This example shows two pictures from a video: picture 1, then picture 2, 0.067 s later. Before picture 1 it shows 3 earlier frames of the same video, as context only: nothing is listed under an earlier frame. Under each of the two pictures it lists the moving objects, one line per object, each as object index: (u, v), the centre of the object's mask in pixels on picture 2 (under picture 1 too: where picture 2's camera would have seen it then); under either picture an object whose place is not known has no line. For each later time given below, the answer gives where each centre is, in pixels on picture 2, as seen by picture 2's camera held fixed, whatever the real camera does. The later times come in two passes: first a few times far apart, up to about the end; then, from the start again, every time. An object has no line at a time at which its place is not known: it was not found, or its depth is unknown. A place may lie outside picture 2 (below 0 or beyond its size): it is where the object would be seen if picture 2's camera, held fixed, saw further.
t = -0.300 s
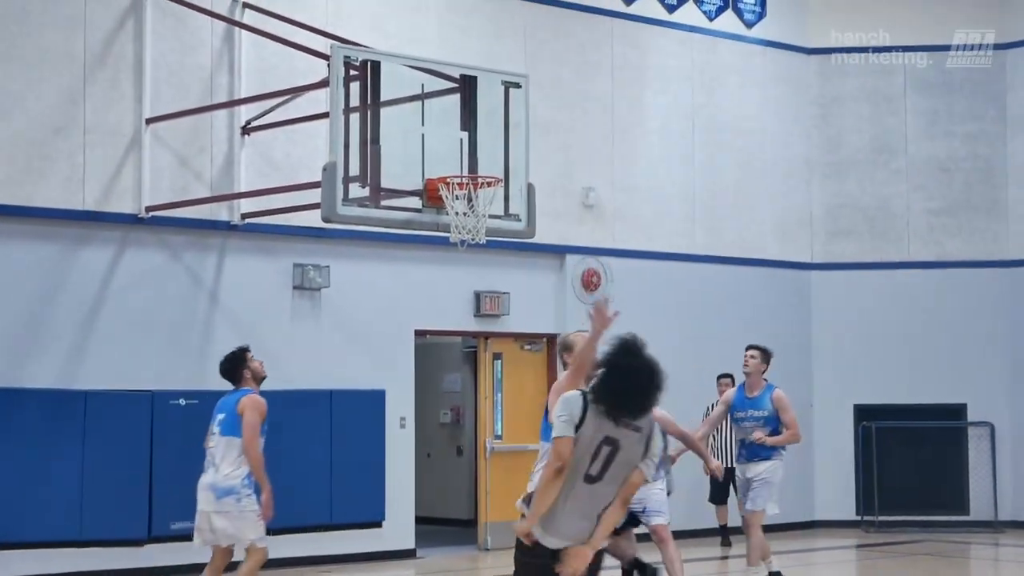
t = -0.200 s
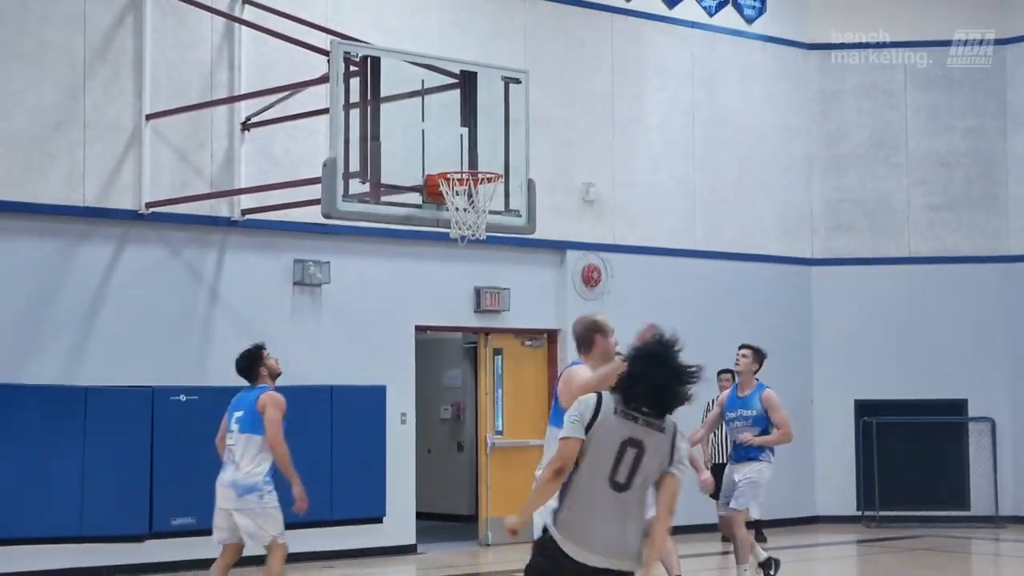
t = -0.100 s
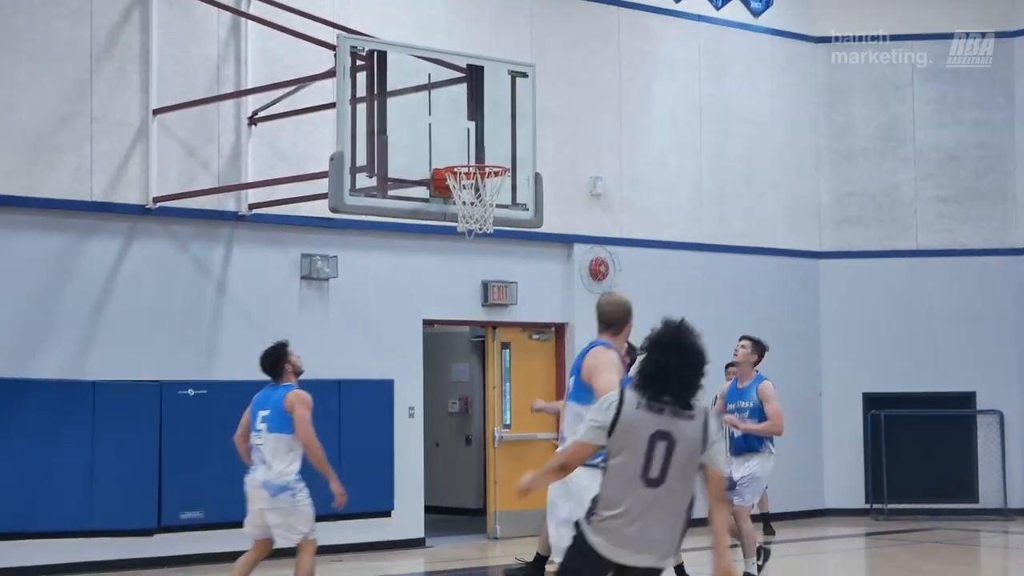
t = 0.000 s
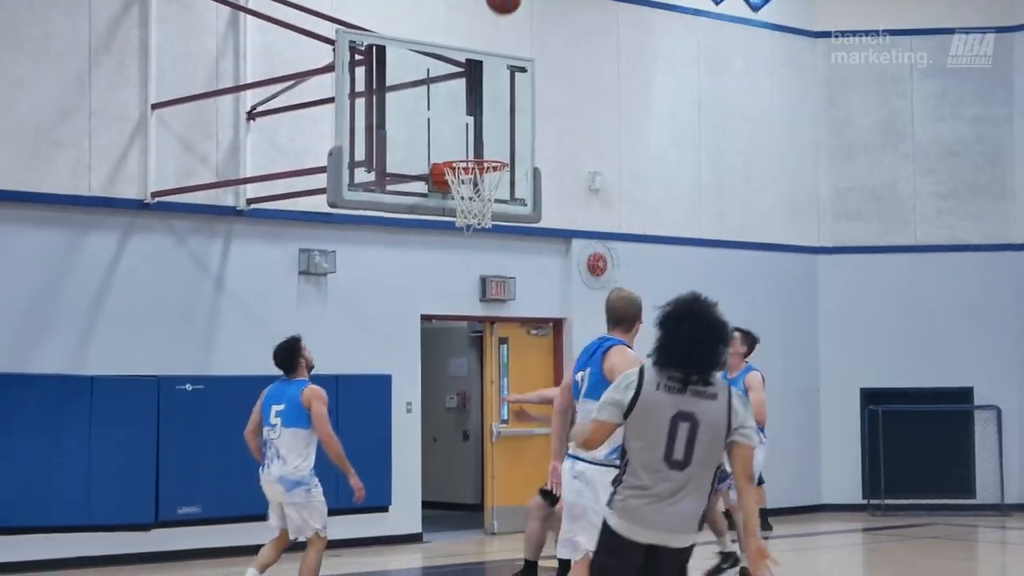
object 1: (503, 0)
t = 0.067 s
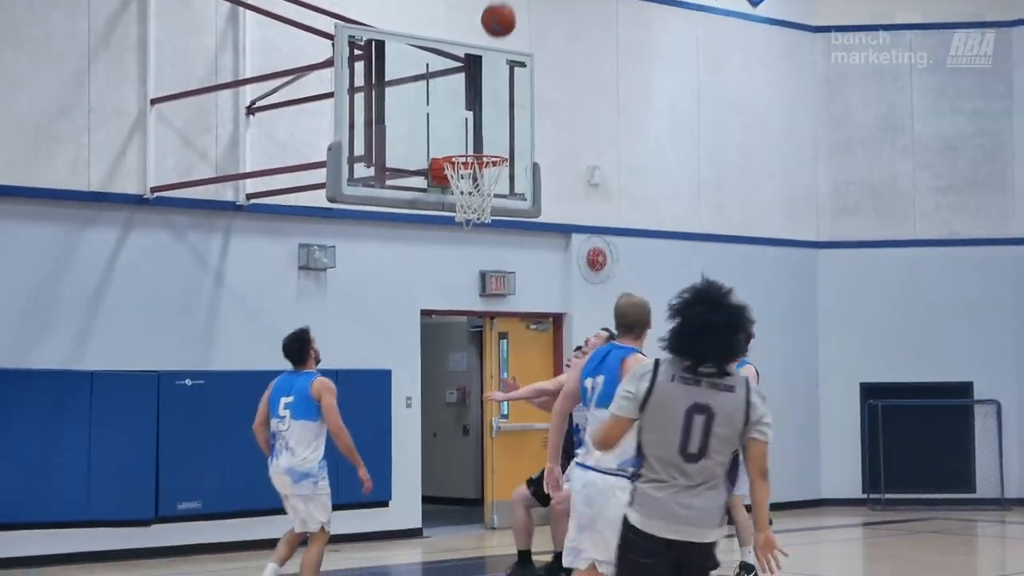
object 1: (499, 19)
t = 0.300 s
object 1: (487, 149)
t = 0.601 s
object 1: (455, 203)
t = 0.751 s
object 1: (467, 227)
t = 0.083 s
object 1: (497, 27)
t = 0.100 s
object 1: (496, 36)
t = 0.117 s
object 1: (495, 44)
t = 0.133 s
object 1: (494, 54)
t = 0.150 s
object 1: (493, 62)
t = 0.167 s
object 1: (492, 72)
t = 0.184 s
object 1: (491, 81)
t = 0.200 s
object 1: (490, 91)
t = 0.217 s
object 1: (489, 102)
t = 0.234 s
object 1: (490, 111)
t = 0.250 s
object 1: (489, 123)
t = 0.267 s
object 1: (488, 134)
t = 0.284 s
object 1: (487, 143)
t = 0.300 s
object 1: (487, 149)
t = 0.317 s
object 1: (485, 151)
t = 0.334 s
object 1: (478, 174)
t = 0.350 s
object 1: (472, 178)
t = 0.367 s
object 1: (467, 188)
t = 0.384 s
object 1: (463, 191)
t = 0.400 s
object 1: (457, 198)
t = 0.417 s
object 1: (454, 198)
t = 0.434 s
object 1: (453, 199)
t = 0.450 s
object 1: (454, 200)
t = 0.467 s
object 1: (454, 200)
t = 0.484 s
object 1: (454, 199)
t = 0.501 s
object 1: (455, 197)
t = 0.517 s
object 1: (457, 197)
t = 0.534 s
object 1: (456, 198)
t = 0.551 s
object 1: (456, 197)
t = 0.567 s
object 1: (457, 200)
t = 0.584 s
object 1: (453, 204)
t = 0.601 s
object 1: (455, 203)
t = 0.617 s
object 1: (457, 204)
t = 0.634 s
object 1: (459, 204)
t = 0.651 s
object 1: (460, 205)
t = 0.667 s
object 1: (461, 208)
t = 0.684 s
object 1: (463, 211)
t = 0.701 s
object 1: (464, 214)
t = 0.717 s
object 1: (465, 219)
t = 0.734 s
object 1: (466, 223)
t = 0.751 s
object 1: (467, 227)
